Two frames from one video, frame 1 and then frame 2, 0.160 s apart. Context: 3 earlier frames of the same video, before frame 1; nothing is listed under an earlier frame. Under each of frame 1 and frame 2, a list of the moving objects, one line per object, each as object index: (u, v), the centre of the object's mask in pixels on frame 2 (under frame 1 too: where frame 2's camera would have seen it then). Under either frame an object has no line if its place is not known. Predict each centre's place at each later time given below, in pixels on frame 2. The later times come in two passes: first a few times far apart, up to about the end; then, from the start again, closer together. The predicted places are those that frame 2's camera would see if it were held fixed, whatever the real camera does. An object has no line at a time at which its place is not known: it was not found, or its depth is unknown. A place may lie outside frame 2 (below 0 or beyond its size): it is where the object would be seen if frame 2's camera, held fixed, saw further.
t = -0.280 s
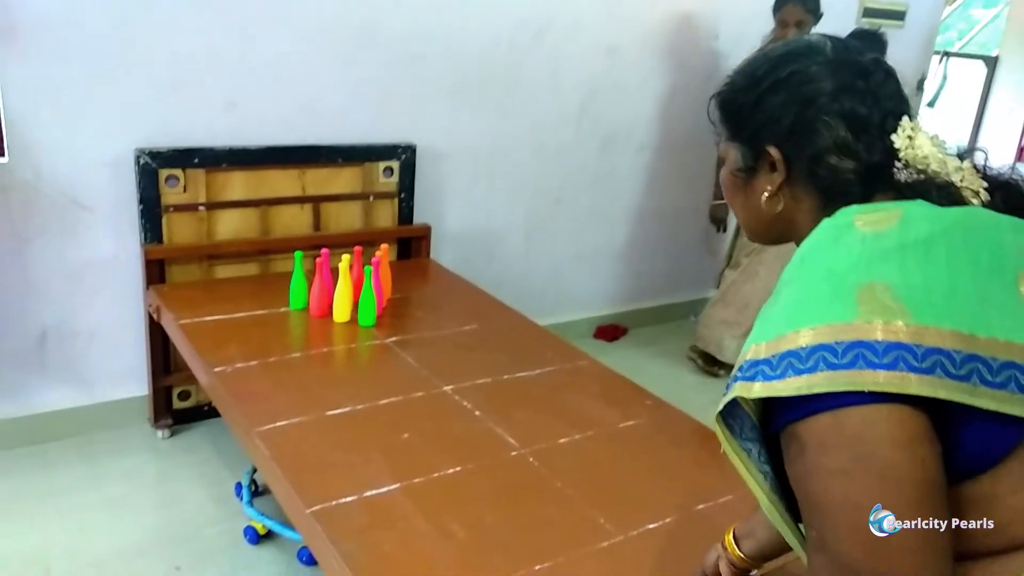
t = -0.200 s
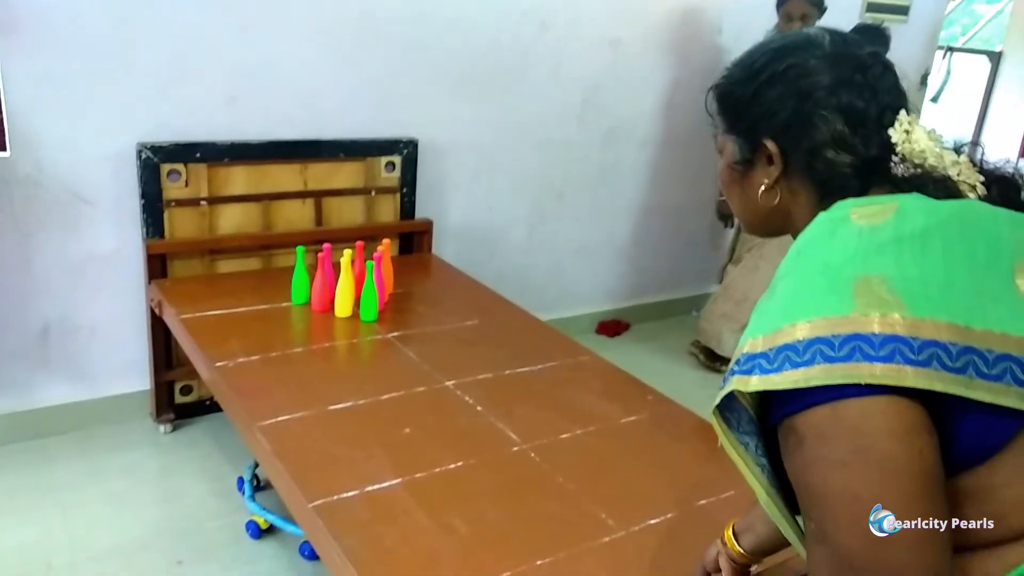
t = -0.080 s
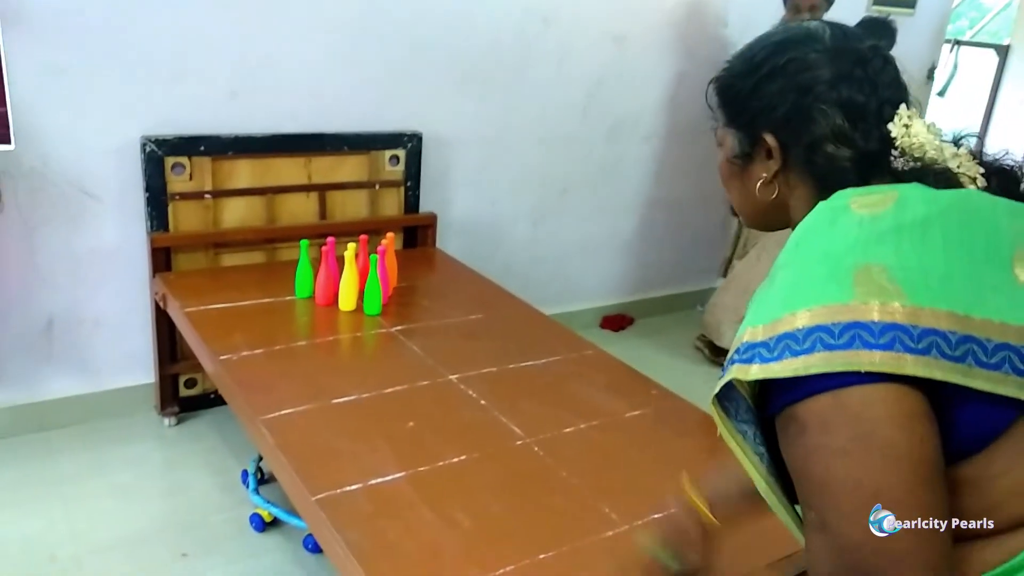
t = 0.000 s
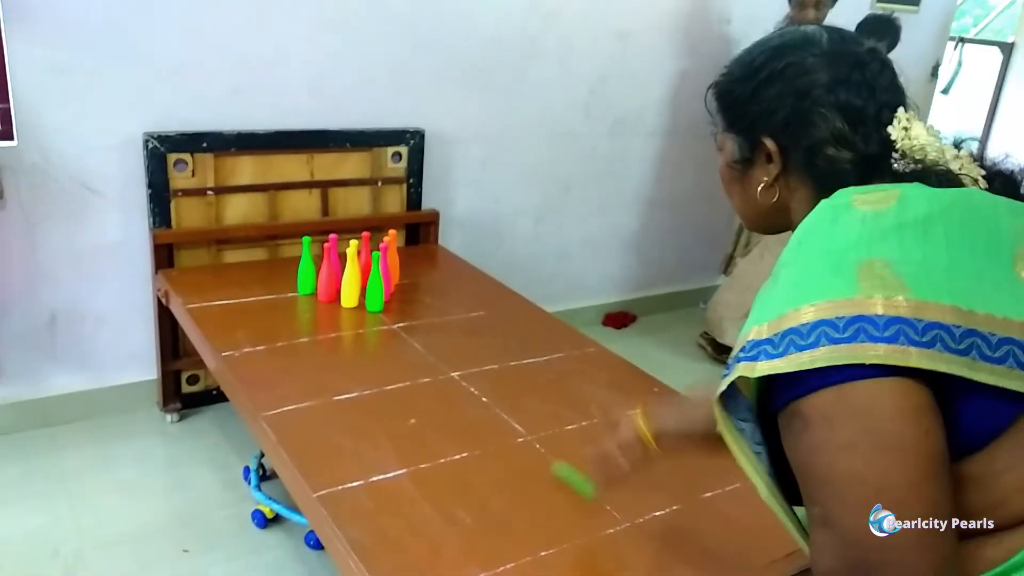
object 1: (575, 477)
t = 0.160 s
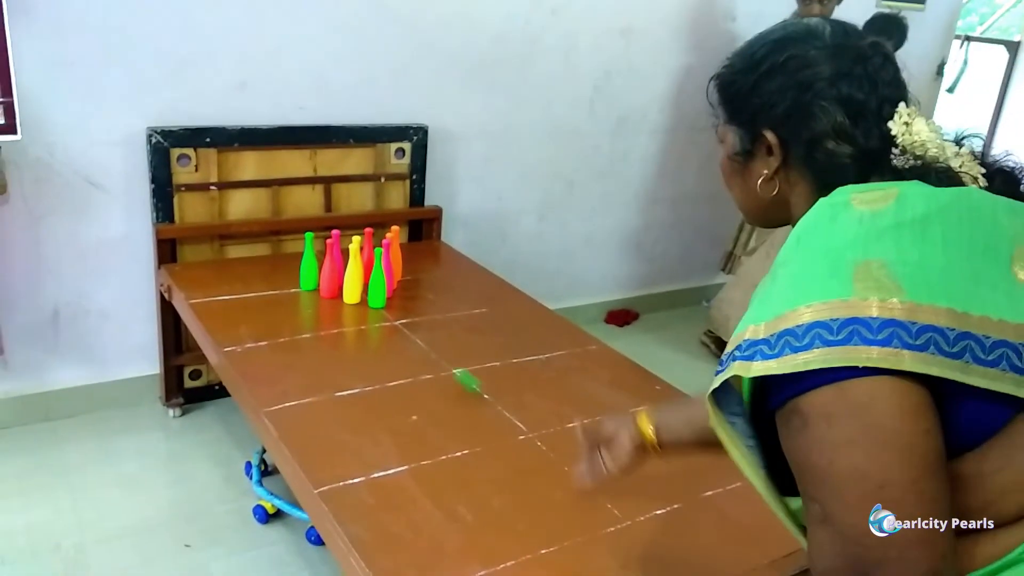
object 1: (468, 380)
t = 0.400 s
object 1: (384, 309)
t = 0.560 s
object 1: (354, 315)
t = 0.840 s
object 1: (301, 325)
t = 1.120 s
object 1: (247, 326)
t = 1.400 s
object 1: (197, 327)
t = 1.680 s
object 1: (160, 496)
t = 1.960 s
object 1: (140, 430)
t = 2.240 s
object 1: (121, 454)
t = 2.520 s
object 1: (96, 469)
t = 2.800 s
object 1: (71, 481)
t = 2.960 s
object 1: (55, 486)
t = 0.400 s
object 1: (384, 309)
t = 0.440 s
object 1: (376, 303)
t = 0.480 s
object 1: (367, 310)
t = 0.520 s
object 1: (361, 312)
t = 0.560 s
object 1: (354, 315)
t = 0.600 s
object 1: (346, 319)
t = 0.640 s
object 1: (340, 321)
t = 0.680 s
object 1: (333, 322)
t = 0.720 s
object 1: (326, 323)
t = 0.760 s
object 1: (317, 324)
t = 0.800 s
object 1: (309, 325)
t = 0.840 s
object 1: (301, 325)
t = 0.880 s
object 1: (292, 325)
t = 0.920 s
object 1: (285, 325)
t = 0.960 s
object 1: (277, 325)
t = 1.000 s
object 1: (270, 325)
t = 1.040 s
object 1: (263, 326)
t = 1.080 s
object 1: (255, 326)
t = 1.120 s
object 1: (247, 326)
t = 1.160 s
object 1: (239, 326)
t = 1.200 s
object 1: (233, 326)
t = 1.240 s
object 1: (226, 325)
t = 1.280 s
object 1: (219, 326)
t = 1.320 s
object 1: (212, 325)
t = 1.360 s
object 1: (204, 325)
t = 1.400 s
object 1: (197, 327)
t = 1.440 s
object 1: (190, 339)
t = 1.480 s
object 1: (185, 352)
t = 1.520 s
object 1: (177, 374)
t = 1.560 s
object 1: (173, 396)
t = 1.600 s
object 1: (169, 428)
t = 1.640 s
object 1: (165, 464)
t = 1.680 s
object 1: (160, 496)
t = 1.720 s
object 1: (157, 480)
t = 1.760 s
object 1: (154, 459)
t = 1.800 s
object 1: (151, 442)
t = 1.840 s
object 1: (147, 431)
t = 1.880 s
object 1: (144, 426)
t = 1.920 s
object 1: (142, 426)
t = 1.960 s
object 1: (140, 430)
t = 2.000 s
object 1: (139, 440)
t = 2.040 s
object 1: (138, 457)
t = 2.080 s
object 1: (137, 477)
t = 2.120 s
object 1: (135, 490)
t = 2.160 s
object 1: (130, 473)
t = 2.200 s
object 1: (125, 460)
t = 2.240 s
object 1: (121, 454)
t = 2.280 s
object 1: (117, 454)
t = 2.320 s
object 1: (114, 457)
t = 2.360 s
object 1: (111, 465)
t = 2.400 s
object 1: (109, 480)
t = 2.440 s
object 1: (106, 488)
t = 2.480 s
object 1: (101, 477)
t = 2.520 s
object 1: (96, 469)
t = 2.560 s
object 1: (92, 468)
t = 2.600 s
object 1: (89, 472)
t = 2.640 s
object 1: (86, 481)
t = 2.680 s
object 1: (83, 490)
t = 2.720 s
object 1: (78, 482)
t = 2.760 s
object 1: (74, 479)
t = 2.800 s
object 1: (71, 481)
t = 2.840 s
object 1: (68, 487)
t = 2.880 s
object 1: (64, 488)
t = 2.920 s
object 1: (59, 485)
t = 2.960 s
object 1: (55, 486)
